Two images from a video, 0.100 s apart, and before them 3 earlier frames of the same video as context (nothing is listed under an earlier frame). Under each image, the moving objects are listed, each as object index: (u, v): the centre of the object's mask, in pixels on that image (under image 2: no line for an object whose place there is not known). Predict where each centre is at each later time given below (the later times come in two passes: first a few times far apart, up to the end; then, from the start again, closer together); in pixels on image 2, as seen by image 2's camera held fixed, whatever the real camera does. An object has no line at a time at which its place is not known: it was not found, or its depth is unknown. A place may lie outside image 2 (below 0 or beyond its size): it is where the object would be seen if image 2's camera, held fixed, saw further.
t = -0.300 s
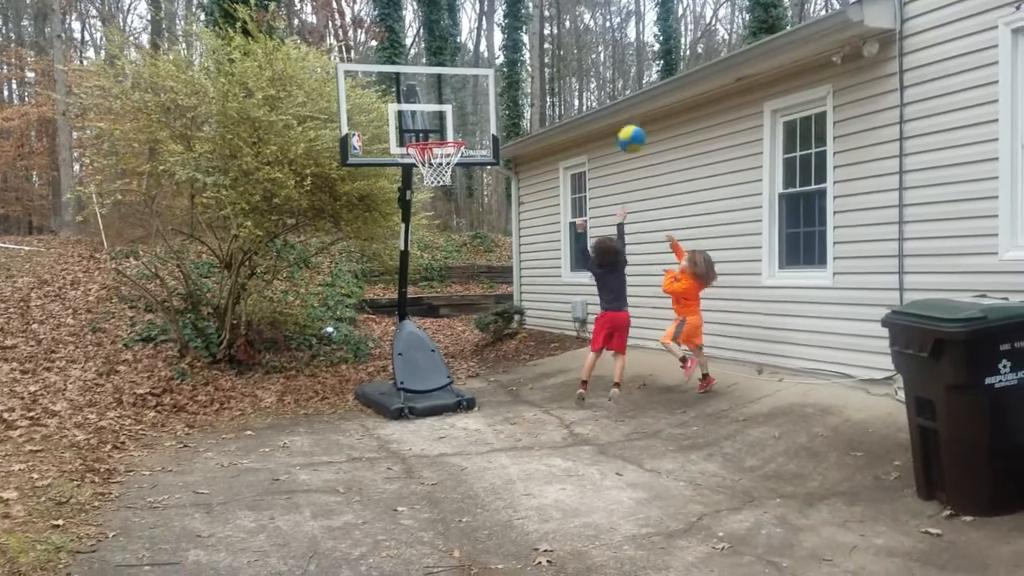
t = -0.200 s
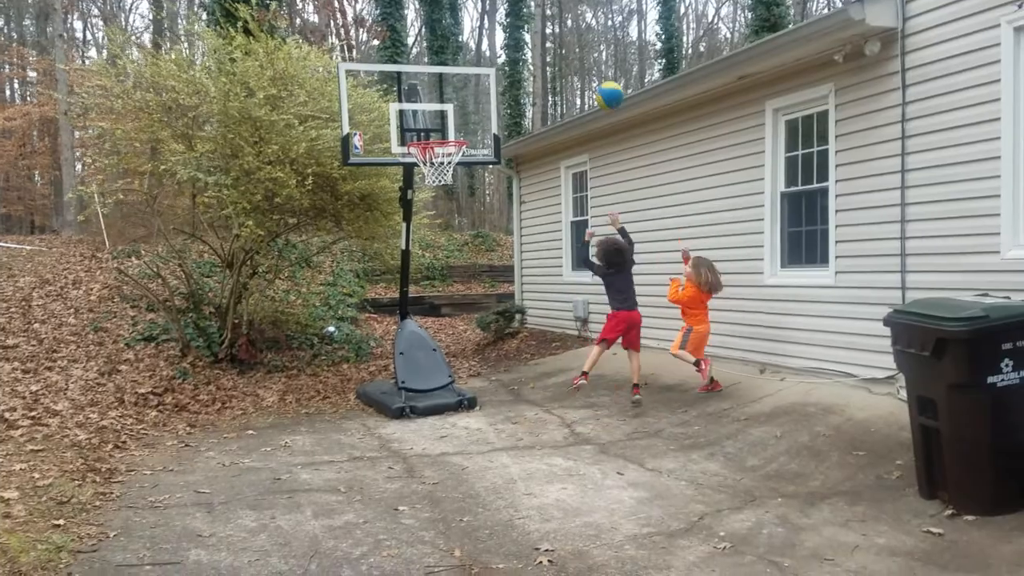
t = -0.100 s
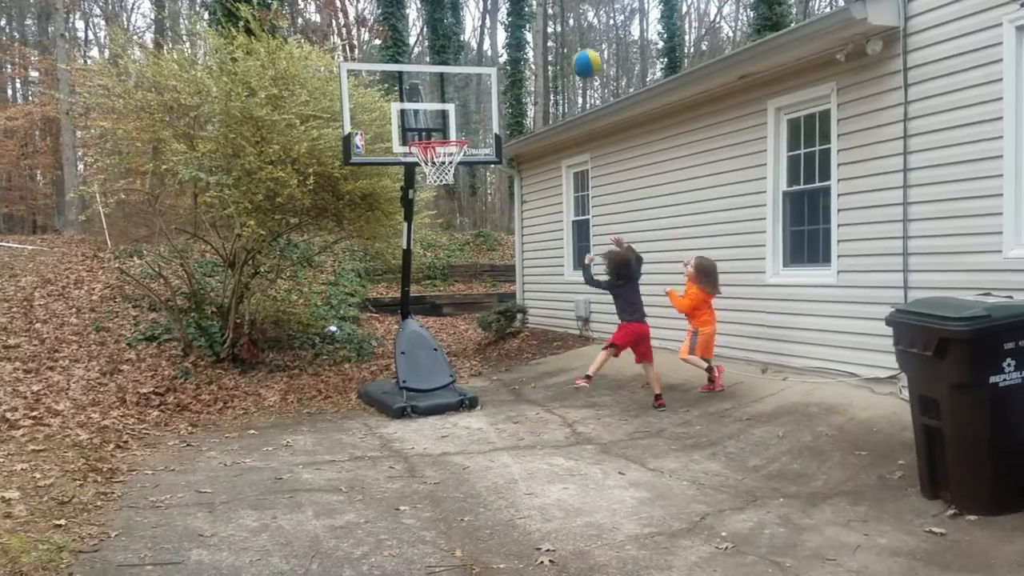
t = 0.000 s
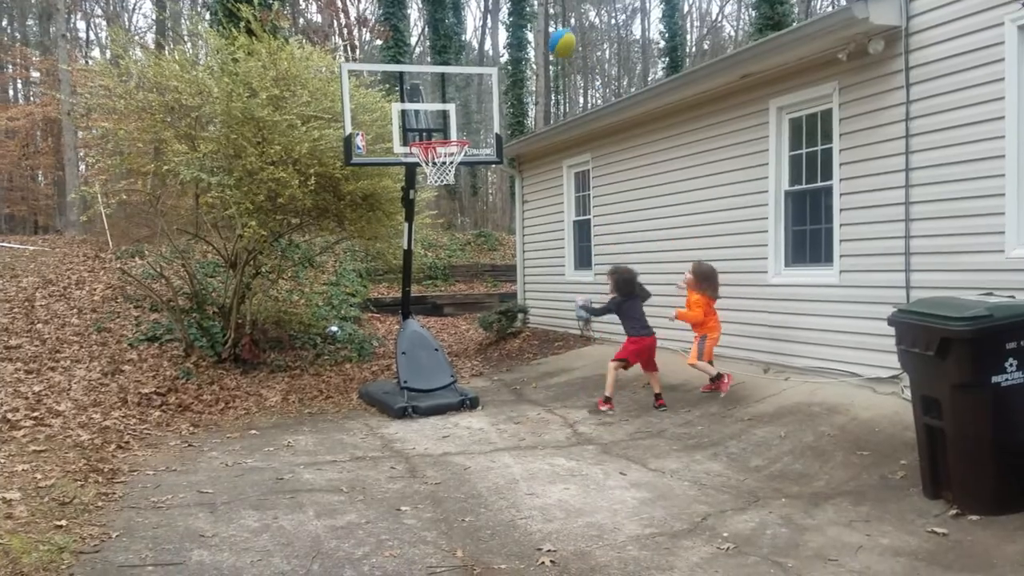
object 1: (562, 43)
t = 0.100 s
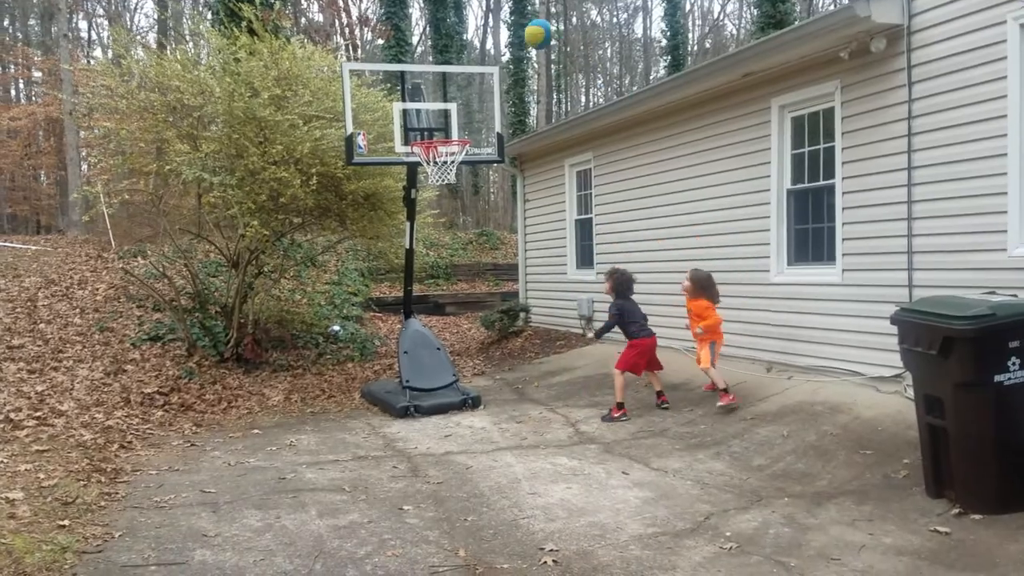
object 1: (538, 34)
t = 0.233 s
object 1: (505, 43)
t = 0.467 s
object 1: (447, 114)
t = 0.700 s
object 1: (408, 161)
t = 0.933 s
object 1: (371, 275)
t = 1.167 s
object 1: (329, 457)
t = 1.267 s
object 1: (317, 400)
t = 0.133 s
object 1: (530, 34)
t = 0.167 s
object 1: (522, 36)
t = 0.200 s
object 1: (514, 38)
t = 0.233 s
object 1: (505, 43)
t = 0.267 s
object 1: (497, 49)
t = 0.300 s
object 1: (488, 55)
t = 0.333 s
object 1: (480, 64)
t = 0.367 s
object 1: (472, 74)
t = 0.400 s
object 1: (463, 86)
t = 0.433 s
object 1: (455, 99)
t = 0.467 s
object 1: (447, 114)
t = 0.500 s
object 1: (438, 129)
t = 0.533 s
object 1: (433, 132)
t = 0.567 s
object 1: (429, 135)
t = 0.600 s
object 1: (424, 139)
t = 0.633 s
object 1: (419, 145)
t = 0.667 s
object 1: (414, 152)
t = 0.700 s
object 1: (408, 161)
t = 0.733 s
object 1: (404, 172)
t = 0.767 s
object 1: (398, 184)
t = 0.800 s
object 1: (393, 198)
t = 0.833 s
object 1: (388, 214)
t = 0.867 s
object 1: (383, 232)
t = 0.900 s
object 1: (377, 254)
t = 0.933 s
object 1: (371, 275)
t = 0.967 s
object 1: (366, 300)
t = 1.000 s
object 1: (360, 328)
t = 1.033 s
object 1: (354, 356)
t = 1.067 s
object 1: (347, 387)
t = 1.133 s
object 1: (333, 460)
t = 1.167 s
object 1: (329, 457)
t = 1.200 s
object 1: (326, 436)
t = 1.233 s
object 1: (321, 417)
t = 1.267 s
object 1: (317, 400)
